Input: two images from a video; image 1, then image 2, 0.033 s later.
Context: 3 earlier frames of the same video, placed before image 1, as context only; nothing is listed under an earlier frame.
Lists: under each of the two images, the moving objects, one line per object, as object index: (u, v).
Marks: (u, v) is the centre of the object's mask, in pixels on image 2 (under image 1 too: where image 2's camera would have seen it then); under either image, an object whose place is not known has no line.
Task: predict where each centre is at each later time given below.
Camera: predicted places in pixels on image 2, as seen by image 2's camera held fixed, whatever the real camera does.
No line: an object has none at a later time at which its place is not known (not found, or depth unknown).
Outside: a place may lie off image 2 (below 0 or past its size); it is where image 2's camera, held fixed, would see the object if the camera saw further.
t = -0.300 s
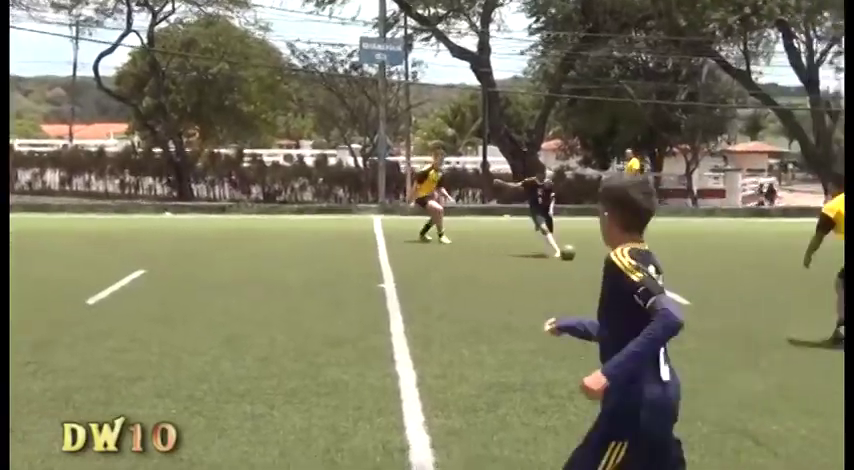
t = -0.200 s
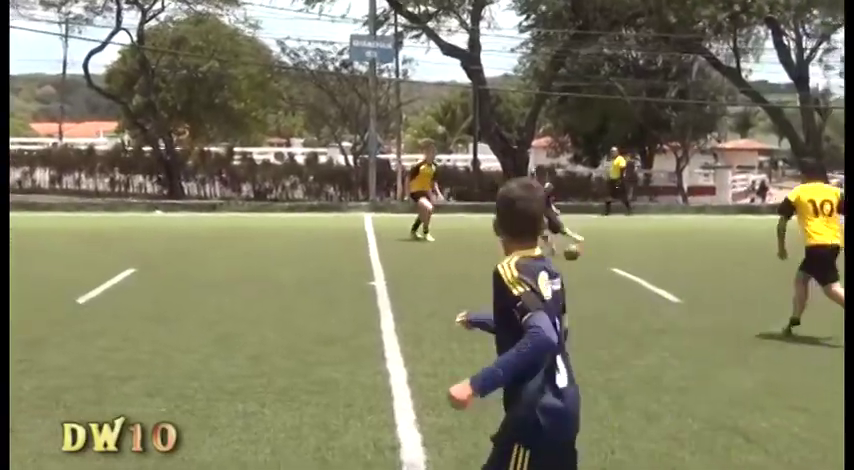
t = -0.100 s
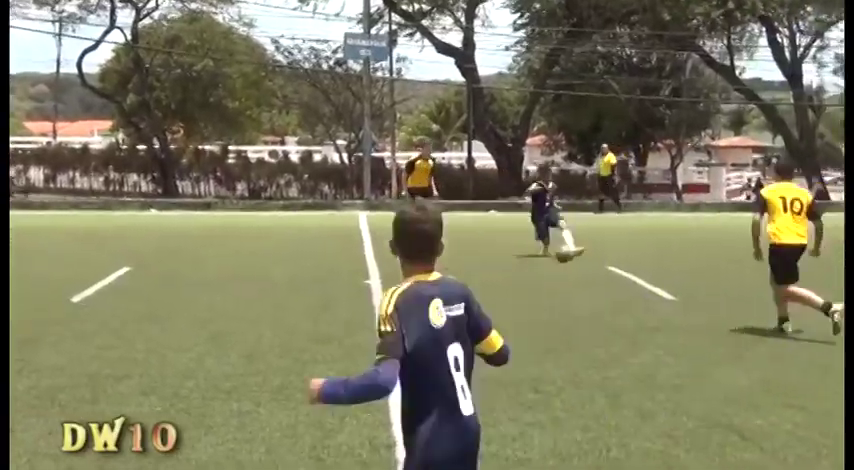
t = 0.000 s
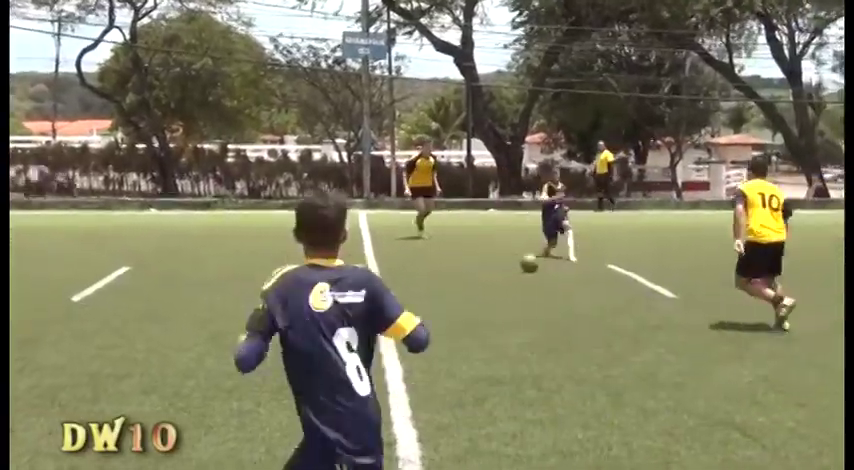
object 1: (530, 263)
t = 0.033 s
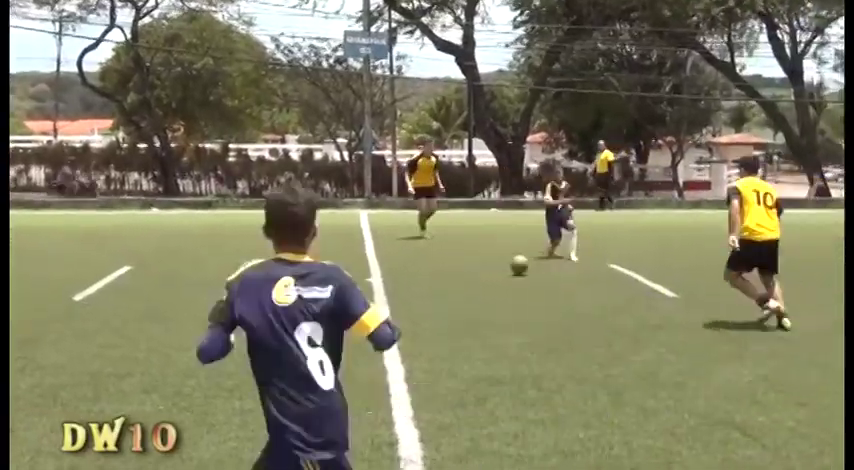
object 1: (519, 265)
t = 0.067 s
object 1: (508, 268)
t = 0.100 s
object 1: (496, 272)
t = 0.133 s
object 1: (481, 278)
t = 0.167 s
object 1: (465, 286)
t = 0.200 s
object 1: (450, 292)
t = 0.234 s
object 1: (435, 295)
